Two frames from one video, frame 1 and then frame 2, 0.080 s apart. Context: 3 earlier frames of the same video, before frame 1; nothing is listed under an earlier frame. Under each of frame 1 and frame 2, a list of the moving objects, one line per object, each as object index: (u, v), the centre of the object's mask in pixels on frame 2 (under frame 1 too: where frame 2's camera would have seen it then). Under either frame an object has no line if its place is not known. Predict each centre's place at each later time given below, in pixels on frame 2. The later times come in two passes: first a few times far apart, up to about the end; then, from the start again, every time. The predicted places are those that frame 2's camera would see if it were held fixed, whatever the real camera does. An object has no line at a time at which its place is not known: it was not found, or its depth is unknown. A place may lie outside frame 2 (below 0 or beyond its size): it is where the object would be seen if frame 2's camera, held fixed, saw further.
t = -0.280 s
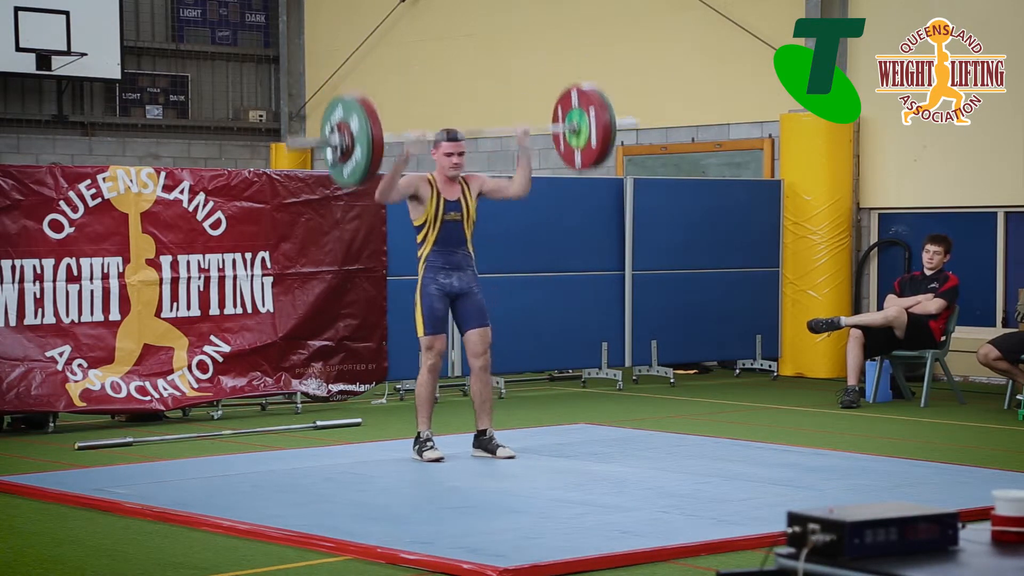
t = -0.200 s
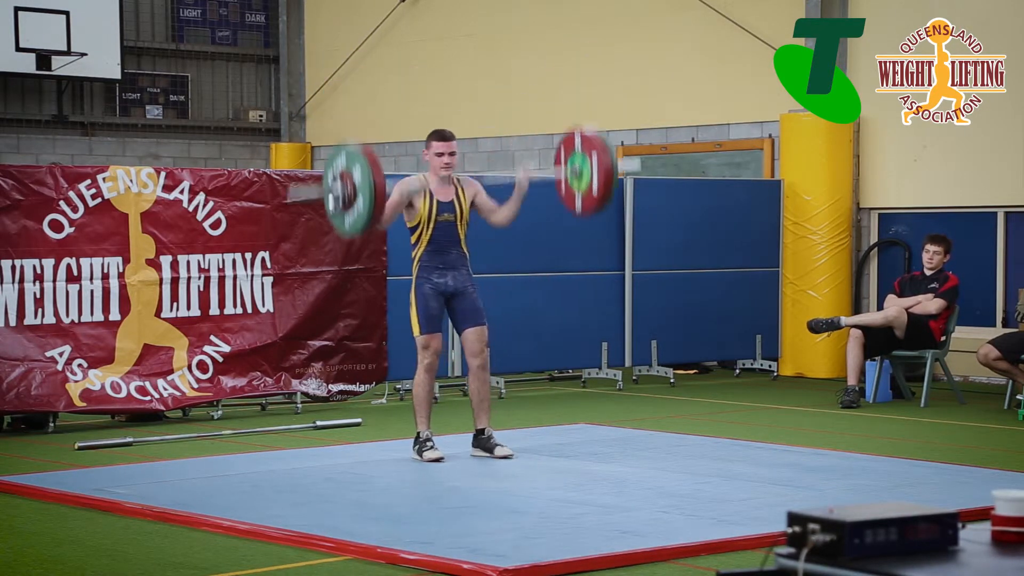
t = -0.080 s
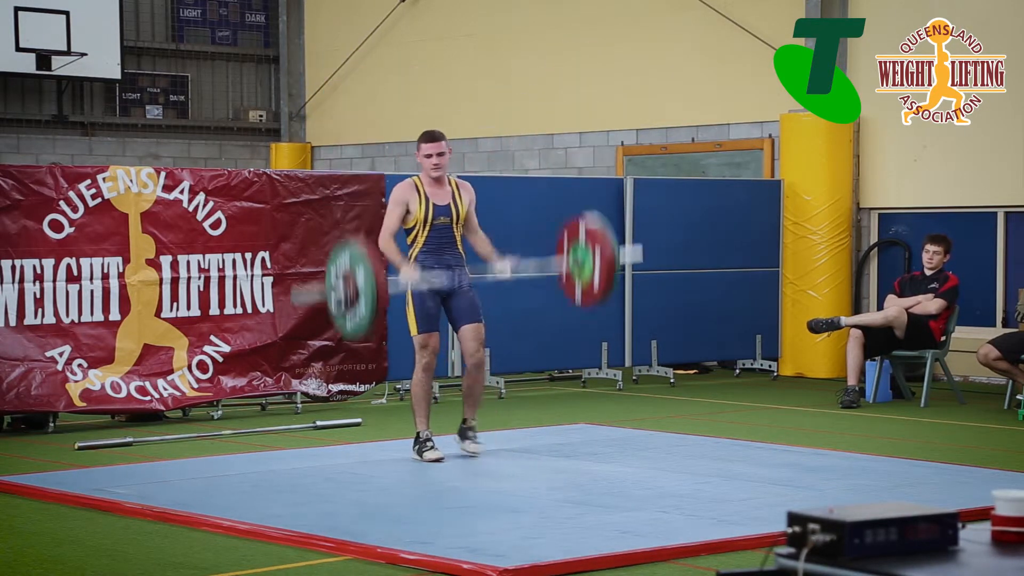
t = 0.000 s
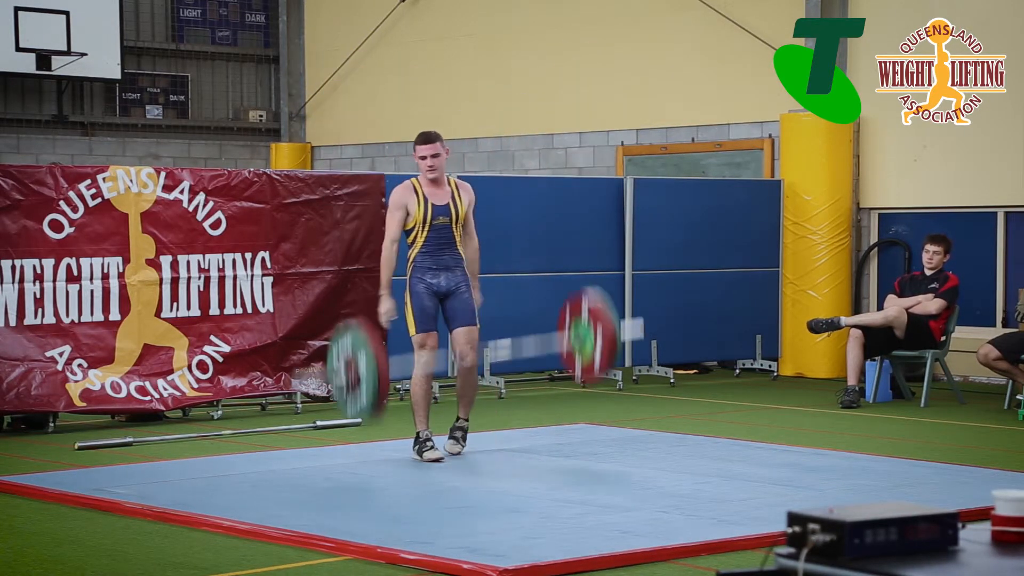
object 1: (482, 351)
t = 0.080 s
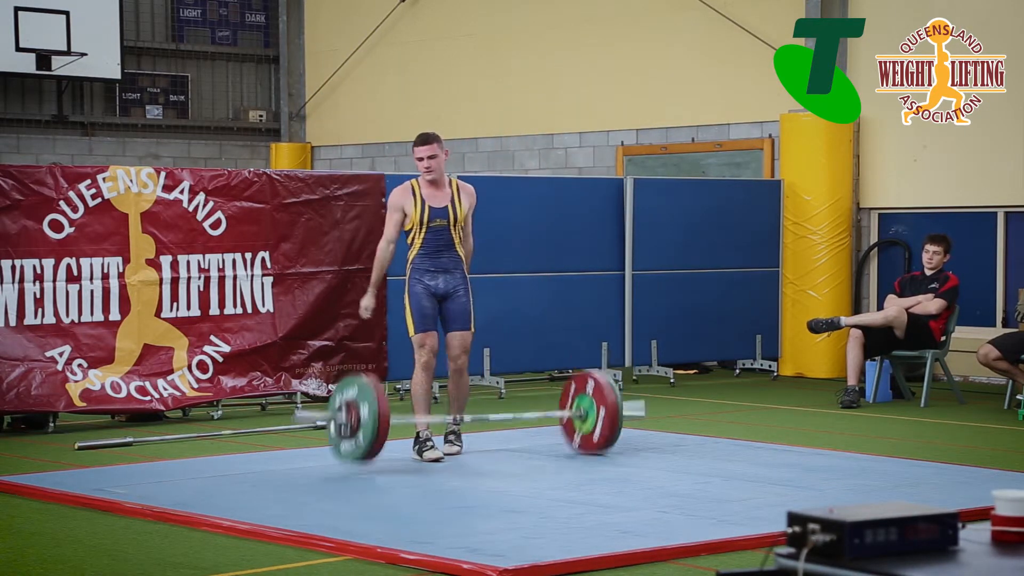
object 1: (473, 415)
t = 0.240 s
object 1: (475, 360)
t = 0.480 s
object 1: (488, 367)
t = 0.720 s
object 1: (496, 403)
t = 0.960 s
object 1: (509, 418)
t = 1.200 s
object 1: (515, 418)
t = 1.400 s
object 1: (518, 420)
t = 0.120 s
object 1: (473, 396)
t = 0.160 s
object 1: (474, 382)
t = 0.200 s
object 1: (475, 369)
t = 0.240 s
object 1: (475, 360)
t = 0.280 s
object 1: (476, 354)
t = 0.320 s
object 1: (477, 351)
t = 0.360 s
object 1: (480, 350)
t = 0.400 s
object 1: (481, 353)
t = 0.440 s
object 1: (484, 358)
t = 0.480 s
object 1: (488, 367)
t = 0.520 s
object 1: (490, 378)
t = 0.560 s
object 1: (491, 393)
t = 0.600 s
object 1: (493, 411)
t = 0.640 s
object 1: (496, 417)
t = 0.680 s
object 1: (496, 409)
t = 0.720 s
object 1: (496, 403)
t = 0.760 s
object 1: (498, 400)
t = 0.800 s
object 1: (499, 400)
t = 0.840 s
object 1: (503, 402)
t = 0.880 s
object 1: (504, 408)
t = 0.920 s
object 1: (505, 416)
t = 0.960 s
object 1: (509, 418)
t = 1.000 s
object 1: (507, 415)
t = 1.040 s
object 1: (510, 413)
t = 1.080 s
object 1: (511, 415)
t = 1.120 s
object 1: (511, 418)
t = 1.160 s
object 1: (513, 419)
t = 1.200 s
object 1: (515, 418)
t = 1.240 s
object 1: (516, 419)
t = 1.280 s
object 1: (516, 419)
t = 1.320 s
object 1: (518, 419)
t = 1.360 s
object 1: (519, 419)
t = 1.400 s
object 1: (518, 420)
